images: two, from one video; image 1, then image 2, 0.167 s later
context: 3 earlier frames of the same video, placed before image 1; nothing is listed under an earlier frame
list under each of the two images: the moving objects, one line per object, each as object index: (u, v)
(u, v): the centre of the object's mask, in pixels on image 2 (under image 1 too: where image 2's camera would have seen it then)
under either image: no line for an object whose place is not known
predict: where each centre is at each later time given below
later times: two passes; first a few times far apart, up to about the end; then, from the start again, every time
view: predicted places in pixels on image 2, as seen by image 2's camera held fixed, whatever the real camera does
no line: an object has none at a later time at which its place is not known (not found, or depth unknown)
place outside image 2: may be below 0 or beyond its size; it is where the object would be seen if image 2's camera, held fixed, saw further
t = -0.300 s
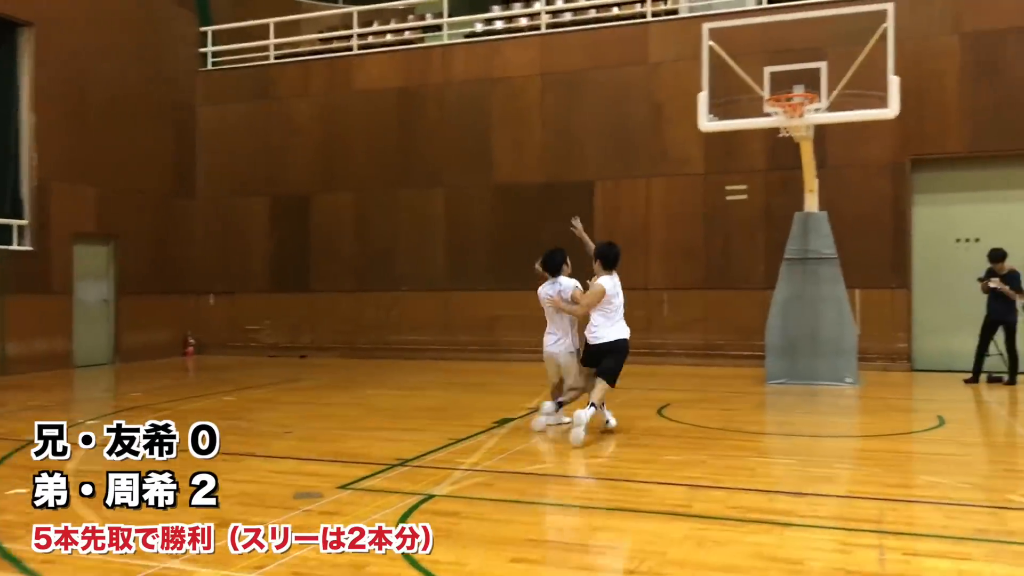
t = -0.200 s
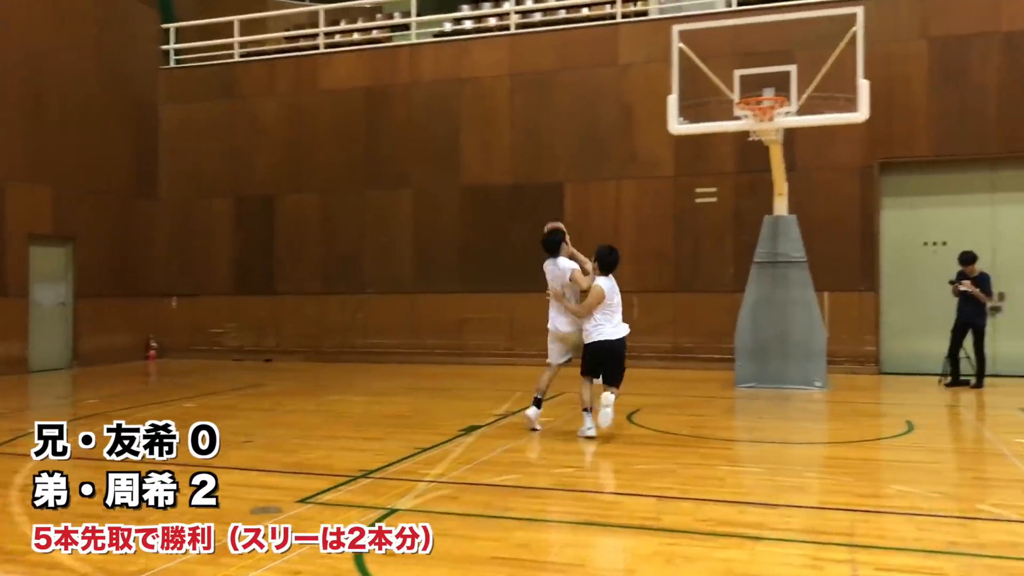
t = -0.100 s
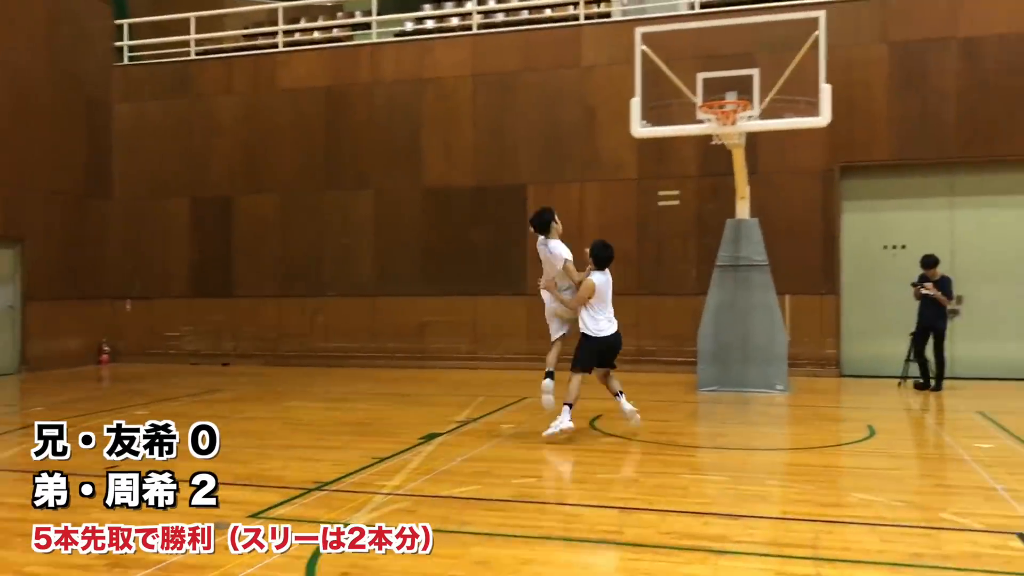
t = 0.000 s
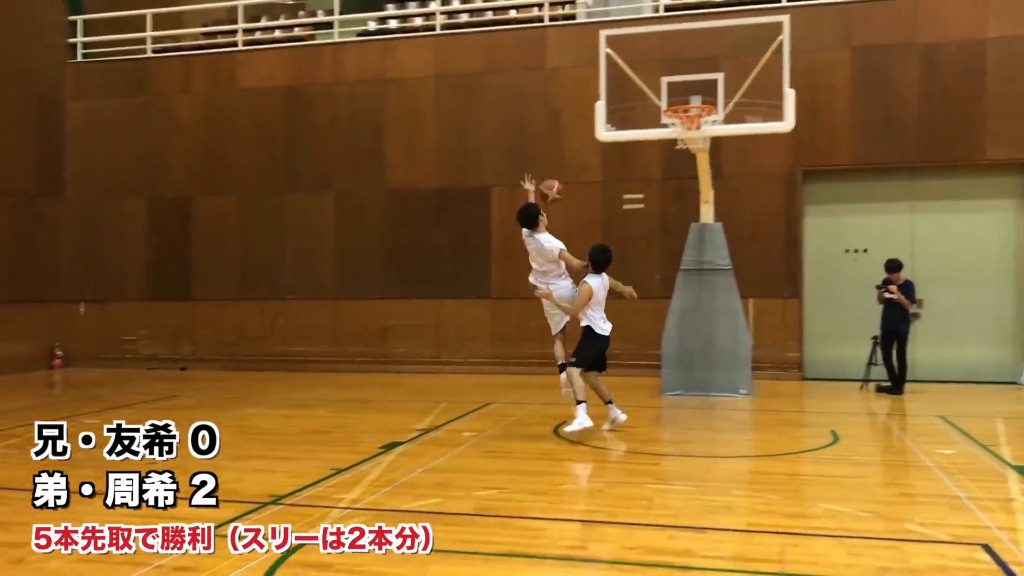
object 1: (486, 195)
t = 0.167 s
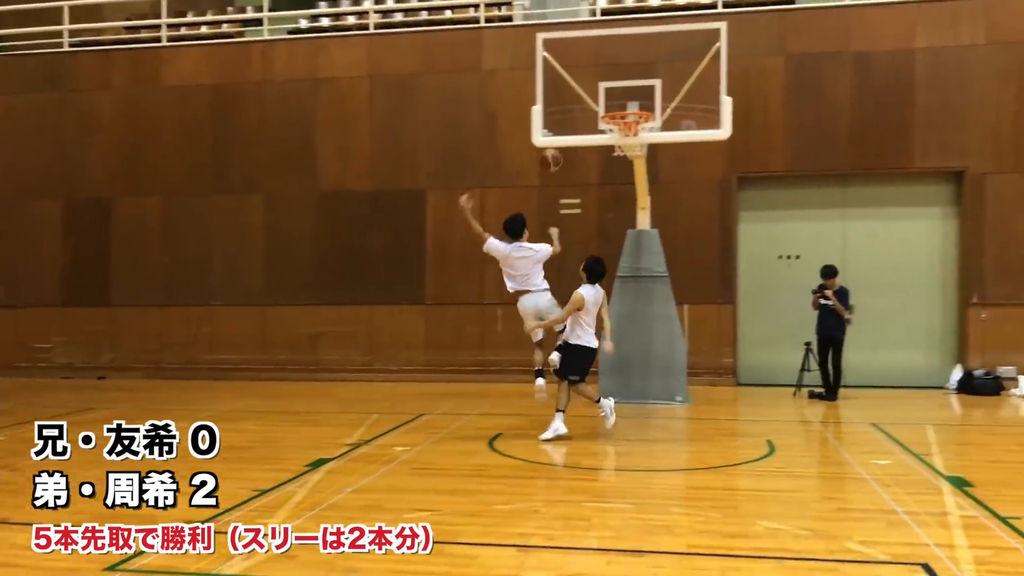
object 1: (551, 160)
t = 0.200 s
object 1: (562, 156)
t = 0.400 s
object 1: (616, 154)
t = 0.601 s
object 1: (579, 176)
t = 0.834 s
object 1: (543, 238)
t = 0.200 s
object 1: (562, 156)
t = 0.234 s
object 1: (576, 155)
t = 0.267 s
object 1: (585, 155)
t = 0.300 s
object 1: (596, 154)
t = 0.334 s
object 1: (607, 156)
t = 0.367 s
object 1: (618, 156)
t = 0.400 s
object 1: (616, 154)
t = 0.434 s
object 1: (608, 154)
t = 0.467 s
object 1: (602, 157)
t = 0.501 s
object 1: (596, 161)
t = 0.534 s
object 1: (591, 164)
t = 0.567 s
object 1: (585, 169)
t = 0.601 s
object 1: (579, 176)
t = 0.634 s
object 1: (574, 181)
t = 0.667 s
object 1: (568, 191)
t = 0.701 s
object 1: (563, 198)
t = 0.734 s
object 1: (557, 207)
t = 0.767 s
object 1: (552, 217)
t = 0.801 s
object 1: (547, 226)
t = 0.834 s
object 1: (543, 238)
